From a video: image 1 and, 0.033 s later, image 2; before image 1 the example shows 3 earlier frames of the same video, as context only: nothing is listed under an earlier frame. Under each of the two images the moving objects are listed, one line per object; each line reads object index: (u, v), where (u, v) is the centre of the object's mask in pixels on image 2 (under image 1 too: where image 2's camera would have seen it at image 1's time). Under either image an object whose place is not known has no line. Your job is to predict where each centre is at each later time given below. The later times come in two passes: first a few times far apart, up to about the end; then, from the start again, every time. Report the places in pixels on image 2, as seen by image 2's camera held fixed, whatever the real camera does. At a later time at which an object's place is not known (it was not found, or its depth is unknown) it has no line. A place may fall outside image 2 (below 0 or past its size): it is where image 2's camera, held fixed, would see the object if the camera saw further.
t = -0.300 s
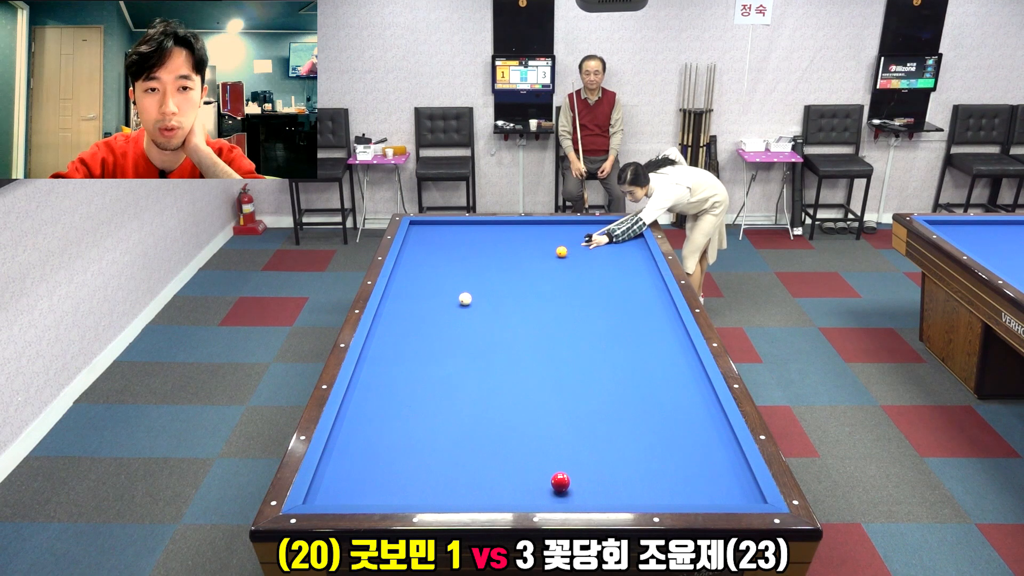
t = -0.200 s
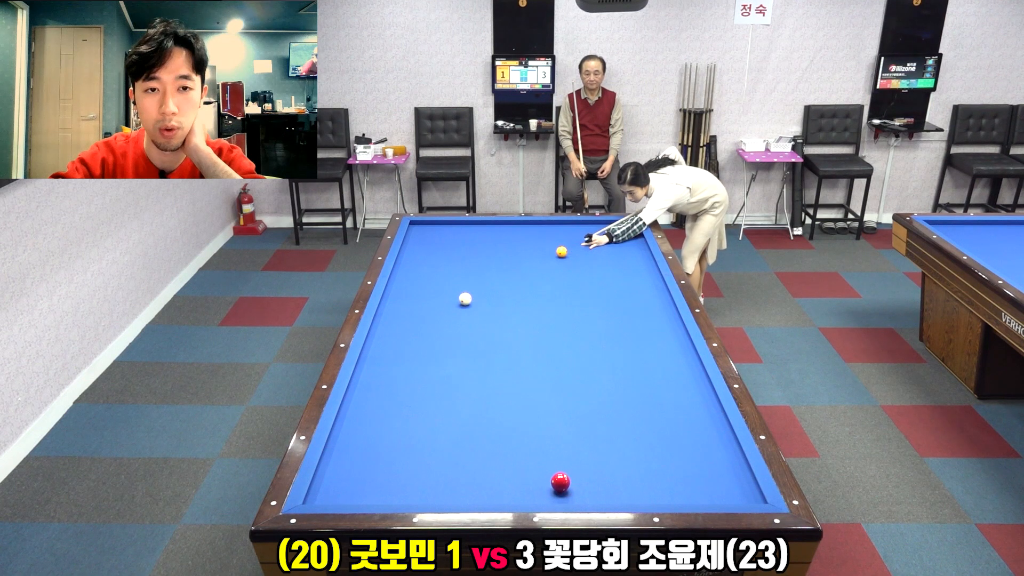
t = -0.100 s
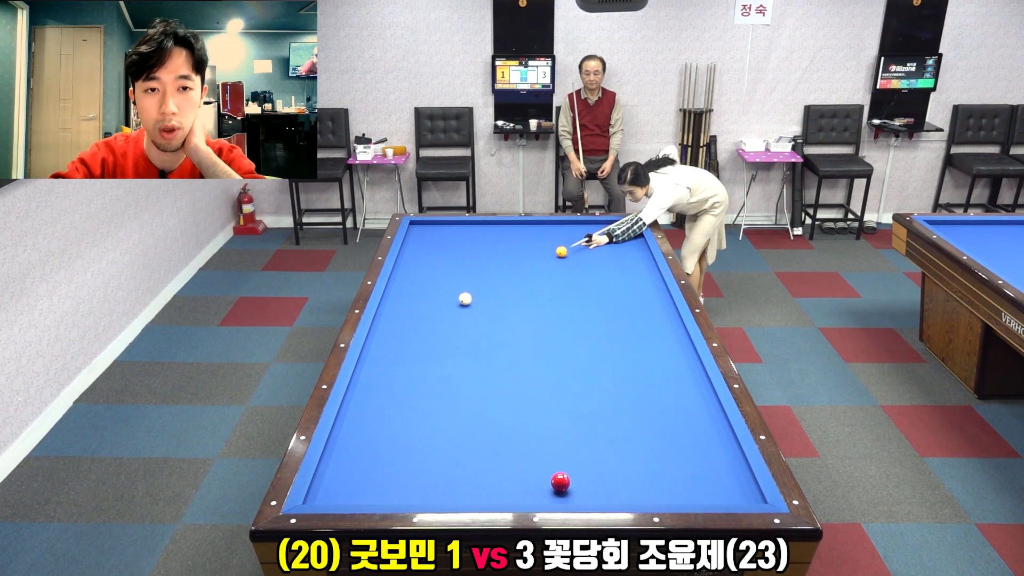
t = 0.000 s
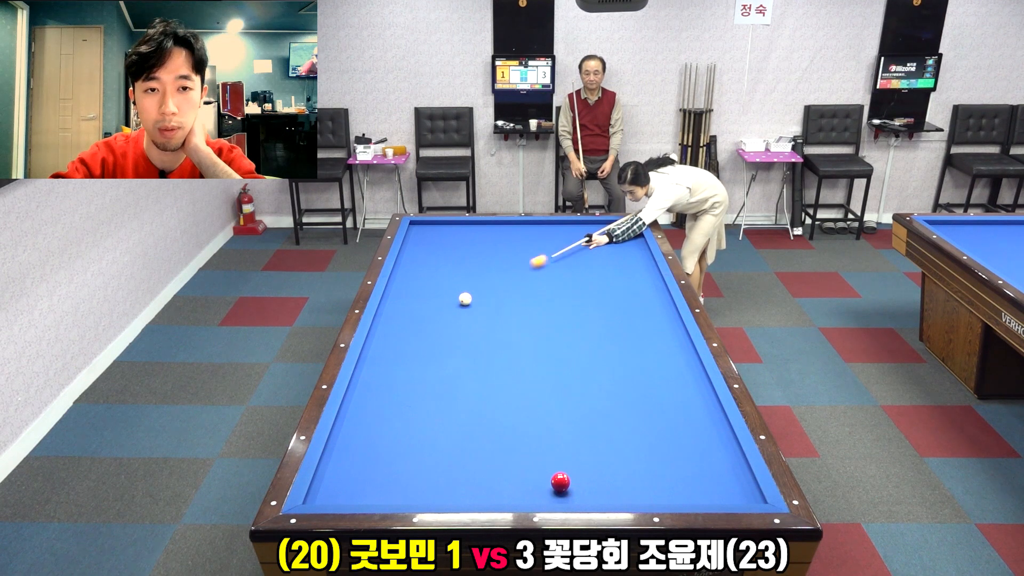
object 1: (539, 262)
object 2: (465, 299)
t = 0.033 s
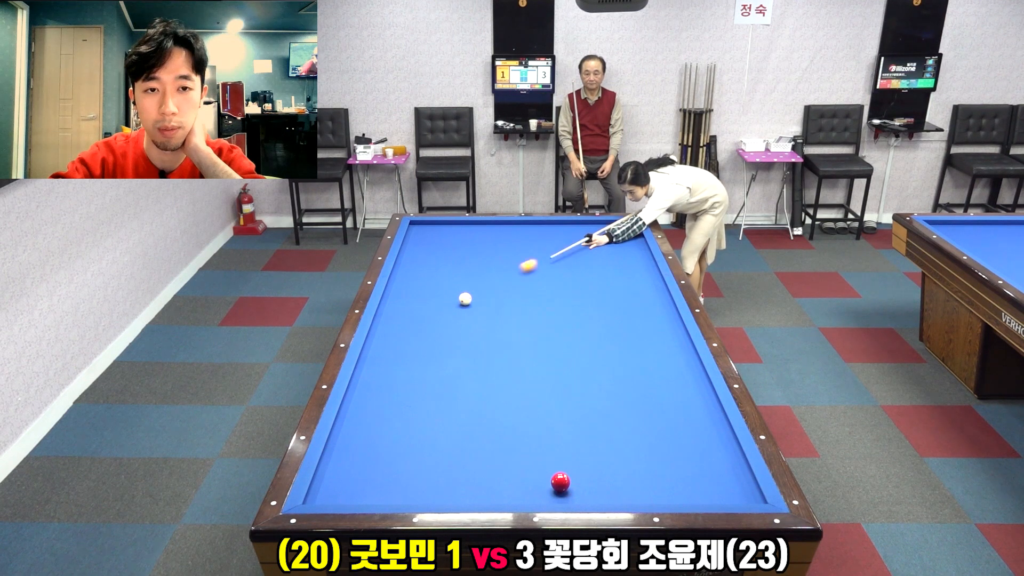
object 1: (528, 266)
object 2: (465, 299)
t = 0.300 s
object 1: (443, 295)
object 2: (464, 308)
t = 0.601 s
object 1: (416, 309)
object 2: (462, 345)
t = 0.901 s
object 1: (474, 328)
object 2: (459, 385)
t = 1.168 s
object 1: (528, 346)
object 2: (457, 427)
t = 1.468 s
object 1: (593, 369)
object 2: (454, 486)
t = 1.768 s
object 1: (666, 394)
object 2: (456, 467)
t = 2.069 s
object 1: (702, 417)
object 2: (459, 435)
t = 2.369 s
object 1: (672, 435)
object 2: (461, 408)
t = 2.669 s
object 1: (642, 455)
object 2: (463, 384)
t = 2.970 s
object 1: (609, 475)
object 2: (465, 363)
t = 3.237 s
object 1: (580, 493)
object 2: (467, 346)
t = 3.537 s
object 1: (550, 492)
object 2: (468, 330)
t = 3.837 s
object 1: (524, 481)
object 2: (470, 315)
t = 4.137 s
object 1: (501, 471)
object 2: (471, 301)
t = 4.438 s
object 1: (479, 463)
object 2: (472, 289)
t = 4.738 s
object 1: (459, 454)
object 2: (473, 278)
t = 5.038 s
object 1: (441, 447)
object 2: (474, 267)
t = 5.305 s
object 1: (426, 440)
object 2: (475, 259)
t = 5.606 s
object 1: (410, 434)
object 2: (476, 251)
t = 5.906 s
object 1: (396, 428)
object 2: (477, 243)
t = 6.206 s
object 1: (382, 422)
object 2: (478, 235)
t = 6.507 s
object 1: (369, 417)
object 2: (479, 228)
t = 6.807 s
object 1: (358, 412)
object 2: (480, 222)
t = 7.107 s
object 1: (347, 408)
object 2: (479, 225)
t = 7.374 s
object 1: (353, 406)
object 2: (479, 228)
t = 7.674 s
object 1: (360, 404)
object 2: (479, 231)
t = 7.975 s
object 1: (366, 402)
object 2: (478, 235)
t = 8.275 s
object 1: (370, 401)
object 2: (478, 238)
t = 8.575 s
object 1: (374, 399)
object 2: (478, 240)
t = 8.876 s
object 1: (377, 398)
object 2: (478, 243)
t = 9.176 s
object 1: (379, 398)
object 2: (478, 246)
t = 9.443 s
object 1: (380, 398)
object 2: (478, 248)
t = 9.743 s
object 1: (380, 397)
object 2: (478, 250)
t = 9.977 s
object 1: (380, 397)
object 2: (478, 251)
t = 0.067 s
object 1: (518, 270)
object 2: (465, 299)
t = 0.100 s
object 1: (508, 275)
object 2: (465, 299)
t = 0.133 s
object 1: (498, 280)
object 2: (465, 299)
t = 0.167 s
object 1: (487, 284)
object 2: (465, 299)
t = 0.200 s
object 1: (476, 289)
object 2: (465, 299)
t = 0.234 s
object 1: (465, 291)
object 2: (465, 300)
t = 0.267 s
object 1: (453, 294)
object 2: (465, 303)
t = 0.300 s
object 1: (443, 295)
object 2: (464, 308)
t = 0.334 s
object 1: (432, 296)
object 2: (464, 312)
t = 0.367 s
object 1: (420, 297)
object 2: (464, 317)
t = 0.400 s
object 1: (409, 298)
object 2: (464, 321)
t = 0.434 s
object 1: (398, 299)
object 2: (463, 325)
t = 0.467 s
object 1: (387, 301)
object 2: (463, 329)
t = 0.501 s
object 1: (392, 303)
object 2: (463, 333)
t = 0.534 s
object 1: (401, 305)
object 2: (463, 337)
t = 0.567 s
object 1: (409, 307)
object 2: (462, 341)
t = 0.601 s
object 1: (416, 309)
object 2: (462, 345)
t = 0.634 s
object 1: (424, 311)
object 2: (462, 349)
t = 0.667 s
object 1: (430, 313)
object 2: (462, 353)
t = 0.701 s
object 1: (437, 315)
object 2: (461, 357)
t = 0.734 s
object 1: (443, 318)
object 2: (461, 362)
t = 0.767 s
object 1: (449, 320)
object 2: (461, 366)
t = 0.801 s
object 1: (455, 322)
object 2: (460, 371)
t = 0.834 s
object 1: (461, 324)
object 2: (460, 375)
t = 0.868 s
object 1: (468, 326)
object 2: (460, 380)
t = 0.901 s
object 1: (474, 328)
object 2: (459, 385)
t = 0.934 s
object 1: (480, 330)
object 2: (459, 390)
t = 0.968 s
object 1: (487, 333)
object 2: (459, 395)
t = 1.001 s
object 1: (494, 335)
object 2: (459, 400)
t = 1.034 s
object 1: (500, 337)
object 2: (458, 405)
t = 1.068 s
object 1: (507, 339)
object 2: (458, 411)
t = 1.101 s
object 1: (514, 342)
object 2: (458, 416)
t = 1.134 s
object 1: (521, 344)
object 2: (457, 421)
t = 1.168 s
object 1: (528, 346)
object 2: (457, 427)
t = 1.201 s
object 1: (535, 349)
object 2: (457, 433)
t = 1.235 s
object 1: (542, 351)
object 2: (456, 439)
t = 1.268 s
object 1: (549, 354)
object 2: (456, 445)
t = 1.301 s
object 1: (556, 356)
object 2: (456, 452)
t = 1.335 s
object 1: (563, 359)
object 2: (455, 458)
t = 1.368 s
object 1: (571, 361)
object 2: (455, 465)
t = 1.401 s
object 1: (578, 364)
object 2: (455, 472)
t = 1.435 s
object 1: (586, 366)
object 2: (454, 479)
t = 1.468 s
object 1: (593, 369)
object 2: (454, 486)
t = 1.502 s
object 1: (601, 371)
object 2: (453, 493)
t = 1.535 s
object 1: (609, 374)
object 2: (453, 496)
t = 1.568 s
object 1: (617, 377)
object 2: (454, 493)
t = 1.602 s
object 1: (625, 380)
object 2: (454, 488)
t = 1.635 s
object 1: (633, 382)
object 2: (454, 483)
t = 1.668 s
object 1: (641, 385)
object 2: (455, 479)
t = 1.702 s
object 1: (649, 388)
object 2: (455, 475)
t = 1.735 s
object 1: (657, 391)
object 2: (456, 471)
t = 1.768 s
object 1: (666, 394)
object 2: (456, 467)
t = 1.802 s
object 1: (674, 397)
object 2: (456, 463)
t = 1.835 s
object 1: (683, 400)
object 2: (457, 460)
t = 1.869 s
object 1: (692, 403)
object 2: (457, 456)
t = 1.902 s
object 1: (701, 406)
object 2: (457, 453)
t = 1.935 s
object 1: (710, 409)
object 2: (458, 449)
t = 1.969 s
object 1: (716, 412)
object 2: (458, 446)
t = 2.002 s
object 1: (711, 414)
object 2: (458, 442)
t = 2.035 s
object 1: (706, 415)
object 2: (459, 439)
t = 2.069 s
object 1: (702, 417)
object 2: (459, 435)
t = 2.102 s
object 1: (698, 419)
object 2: (459, 432)
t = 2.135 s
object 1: (695, 421)
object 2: (460, 429)
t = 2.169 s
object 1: (692, 423)
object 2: (460, 426)
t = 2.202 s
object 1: (688, 425)
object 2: (460, 423)
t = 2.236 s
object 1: (685, 427)
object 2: (460, 420)
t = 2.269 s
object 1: (682, 429)
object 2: (461, 417)
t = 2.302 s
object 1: (679, 431)
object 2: (461, 414)
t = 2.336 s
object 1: (675, 433)
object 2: (461, 411)
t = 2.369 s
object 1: (672, 435)
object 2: (461, 408)
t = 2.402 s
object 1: (669, 437)
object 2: (462, 405)
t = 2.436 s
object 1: (666, 440)
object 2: (462, 403)
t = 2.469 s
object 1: (662, 442)
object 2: (462, 400)
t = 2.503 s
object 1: (659, 444)
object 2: (462, 397)
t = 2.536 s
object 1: (655, 446)
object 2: (462, 395)
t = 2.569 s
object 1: (652, 448)
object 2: (463, 392)
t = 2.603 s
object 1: (649, 450)
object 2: (463, 389)
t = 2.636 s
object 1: (645, 452)
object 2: (463, 387)
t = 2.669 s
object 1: (642, 455)
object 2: (463, 384)
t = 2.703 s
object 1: (638, 457)
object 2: (463, 382)
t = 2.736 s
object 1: (635, 459)
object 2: (464, 379)
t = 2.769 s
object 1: (631, 461)
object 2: (464, 377)
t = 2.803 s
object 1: (627, 463)
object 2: (464, 375)
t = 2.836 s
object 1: (624, 466)
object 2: (464, 372)
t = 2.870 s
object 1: (620, 468)
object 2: (465, 370)
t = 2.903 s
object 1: (617, 470)
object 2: (465, 368)
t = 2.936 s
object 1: (613, 472)
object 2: (465, 365)
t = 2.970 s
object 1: (609, 475)
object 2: (465, 363)
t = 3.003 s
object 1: (606, 477)
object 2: (465, 361)
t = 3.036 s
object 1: (602, 479)
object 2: (466, 359)
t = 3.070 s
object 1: (599, 481)
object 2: (466, 357)
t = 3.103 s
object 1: (595, 484)
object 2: (466, 355)
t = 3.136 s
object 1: (591, 486)
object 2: (466, 353)
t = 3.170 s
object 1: (587, 488)
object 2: (466, 350)
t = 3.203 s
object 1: (583, 491)
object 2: (467, 349)
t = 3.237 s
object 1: (580, 493)
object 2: (467, 346)
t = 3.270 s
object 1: (576, 495)
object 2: (467, 344)
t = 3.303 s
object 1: (572, 496)
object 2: (467, 343)
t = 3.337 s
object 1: (568, 497)
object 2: (467, 341)
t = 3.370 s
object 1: (564, 496)
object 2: (468, 339)
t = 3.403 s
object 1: (562, 495)
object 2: (468, 337)
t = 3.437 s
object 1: (559, 495)
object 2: (468, 335)
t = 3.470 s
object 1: (556, 494)
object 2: (468, 333)
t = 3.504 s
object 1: (553, 493)
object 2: (468, 332)
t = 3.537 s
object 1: (550, 492)
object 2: (468, 330)
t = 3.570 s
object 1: (547, 491)
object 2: (469, 328)
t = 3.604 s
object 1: (544, 491)
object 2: (469, 326)
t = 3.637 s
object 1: (541, 489)
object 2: (469, 325)
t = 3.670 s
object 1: (538, 487)
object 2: (469, 323)
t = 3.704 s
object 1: (535, 486)
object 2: (469, 321)
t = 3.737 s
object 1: (533, 485)
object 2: (469, 319)
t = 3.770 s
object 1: (530, 483)
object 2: (469, 318)
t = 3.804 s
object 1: (527, 482)
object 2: (470, 316)
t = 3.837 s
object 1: (524, 481)
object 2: (470, 315)
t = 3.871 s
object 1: (522, 480)
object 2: (470, 313)
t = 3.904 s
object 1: (519, 479)
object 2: (470, 312)
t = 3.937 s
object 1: (516, 478)
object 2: (470, 310)
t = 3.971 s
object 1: (514, 477)
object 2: (470, 308)
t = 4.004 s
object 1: (511, 476)
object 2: (470, 307)
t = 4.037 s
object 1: (508, 475)
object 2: (471, 306)
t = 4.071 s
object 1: (506, 474)
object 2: (471, 304)
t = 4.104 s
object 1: (504, 473)
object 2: (471, 303)
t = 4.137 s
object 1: (501, 471)
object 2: (471, 301)
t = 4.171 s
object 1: (498, 471)
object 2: (471, 300)
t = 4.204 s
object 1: (496, 470)
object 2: (471, 298)
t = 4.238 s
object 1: (493, 469)
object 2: (471, 297)
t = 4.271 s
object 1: (491, 468)
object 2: (472, 295)
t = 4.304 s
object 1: (489, 466)
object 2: (472, 294)
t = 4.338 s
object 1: (486, 465)
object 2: (472, 293)
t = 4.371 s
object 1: (484, 464)
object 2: (472, 291)
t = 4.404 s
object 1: (482, 463)
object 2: (472, 290)
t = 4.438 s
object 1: (479, 463)
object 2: (472, 289)
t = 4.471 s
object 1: (477, 462)
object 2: (472, 288)
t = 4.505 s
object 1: (475, 461)
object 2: (472, 286)
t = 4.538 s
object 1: (472, 460)
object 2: (472, 285)
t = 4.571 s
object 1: (470, 459)
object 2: (472, 284)
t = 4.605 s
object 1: (468, 458)
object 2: (473, 283)
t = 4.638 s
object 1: (466, 457)
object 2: (473, 281)
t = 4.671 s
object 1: (464, 456)
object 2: (473, 280)
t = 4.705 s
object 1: (461, 455)
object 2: (473, 279)
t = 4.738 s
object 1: (459, 454)
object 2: (473, 278)
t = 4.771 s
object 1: (457, 453)
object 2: (473, 277)
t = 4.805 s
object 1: (455, 453)
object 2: (473, 275)
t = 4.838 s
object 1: (453, 452)
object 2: (474, 274)
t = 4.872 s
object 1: (451, 451)
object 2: (474, 273)
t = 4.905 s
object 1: (449, 450)
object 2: (474, 272)
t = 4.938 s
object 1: (447, 449)
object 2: (474, 271)
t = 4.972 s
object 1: (445, 448)
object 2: (474, 270)
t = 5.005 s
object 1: (443, 447)
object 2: (474, 269)
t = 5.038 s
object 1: (441, 447)
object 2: (474, 267)
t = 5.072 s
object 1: (439, 446)
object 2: (474, 266)
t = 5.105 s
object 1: (437, 445)
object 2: (475, 265)
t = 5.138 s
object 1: (435, 444)
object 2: (475, 264)
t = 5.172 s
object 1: (434, 443)
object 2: (475, 263)
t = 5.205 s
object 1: (432, 443)
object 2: (475, 262)
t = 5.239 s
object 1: (430, 442)
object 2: (475, 261)
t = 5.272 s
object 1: (428, 441)
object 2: (475, 260)
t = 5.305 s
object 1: (426, 440)
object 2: (475, 259)
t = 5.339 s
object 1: (424, 439)
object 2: (475, 258)
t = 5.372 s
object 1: (422, 439)
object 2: (475, 257)
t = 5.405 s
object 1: (421, 438)
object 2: (476, 256)
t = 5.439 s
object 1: (419, 437)
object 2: (476, 255)
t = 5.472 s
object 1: (417, 437)
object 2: (476, 254)
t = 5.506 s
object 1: (415, 436)
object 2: (476, 253)
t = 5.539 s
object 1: (414, 435)
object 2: (476, 252)
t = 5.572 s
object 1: (412, 434)
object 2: (476, 252)
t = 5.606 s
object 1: (410, 434)
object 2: (476, 251)
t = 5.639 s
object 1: (409, 433)
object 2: (476, 250)
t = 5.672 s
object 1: (407, 432)
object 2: (477, 249)
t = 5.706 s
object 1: (405, 432)
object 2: (477, 248)
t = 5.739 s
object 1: (403, 431)
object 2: (477, 247)
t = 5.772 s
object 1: (402, 430)
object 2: (477, 246)
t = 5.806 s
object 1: (400, 430)
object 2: (477, 245)
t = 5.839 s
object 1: (399, 429)
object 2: (477, 244)
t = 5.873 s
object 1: (397, 428)
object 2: (477, 243)
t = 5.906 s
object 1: (396, 428)
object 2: (477, 243)
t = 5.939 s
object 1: (394, 427)
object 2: (477, 242)
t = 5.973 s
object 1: (392, 426)
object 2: (477, 241)
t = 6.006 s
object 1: (391, 426)
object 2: (478, 240)
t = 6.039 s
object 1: (389, 425)
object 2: (478, 239)
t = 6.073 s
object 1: (388, 424)
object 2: (478, 239)
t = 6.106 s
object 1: (386, 424)
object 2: (478, 238)
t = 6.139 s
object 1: (385, 423)
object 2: (478, 237)
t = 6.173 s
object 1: (383, 423)
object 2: (478, 236)
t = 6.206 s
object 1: (382, 422)
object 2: (478, 235)
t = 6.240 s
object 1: (381, 421)
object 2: (478, 235)
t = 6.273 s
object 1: (379, 421)
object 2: (478, 234)
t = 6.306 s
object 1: (378, 420)
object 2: (478, 233)
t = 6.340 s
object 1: (376, 420)
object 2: (479, 232)
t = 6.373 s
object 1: (375, 419)
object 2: (479, 232)
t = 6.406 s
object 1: (374, 418)
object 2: (479, 231)
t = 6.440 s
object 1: (372, 418)
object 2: (479, 230)
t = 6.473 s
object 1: (371, 417)
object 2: (479, 229)
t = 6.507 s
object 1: (369, 417)
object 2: (479, 228)
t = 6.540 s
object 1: (368, 416)
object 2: (479, 228)
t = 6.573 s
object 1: (367, 416)
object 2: (479, 227)
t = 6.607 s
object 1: (365, 415)
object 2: (479, 226)
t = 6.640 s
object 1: (364, 415)
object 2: (479, 226)
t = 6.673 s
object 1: (363, 414)
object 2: (479, 225)
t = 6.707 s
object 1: (362, 414)
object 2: (479, 224)
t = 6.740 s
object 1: (360, 413)
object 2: (479, 224)
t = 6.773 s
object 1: (359, 413)
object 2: (480, 223)
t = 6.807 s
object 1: (358, 412)
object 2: (480, 222)
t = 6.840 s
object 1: (357, 412)
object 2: (480, 222)
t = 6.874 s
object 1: (355, 411)
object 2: (480, 222)
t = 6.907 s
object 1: (354, 411)
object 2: (480, 223)
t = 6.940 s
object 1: (353, 410)
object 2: (480, 223)
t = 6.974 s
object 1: (352, 410)
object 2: (479, 224)
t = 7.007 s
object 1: (351, 409)
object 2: (479, 224)
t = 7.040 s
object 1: (350, 409)
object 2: (479, 224)
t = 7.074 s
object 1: (348, 409)
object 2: (479, 225)
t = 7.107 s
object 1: (347, 408)
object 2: (479, 225)
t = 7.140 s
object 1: (348, 408)
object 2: (479, 226)
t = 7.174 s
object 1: (349, 408)
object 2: (479, 226)
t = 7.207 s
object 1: (349, 407)
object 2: (479, 226)
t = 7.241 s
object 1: (350, 407)
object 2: (479, 227)
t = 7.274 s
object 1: (351, 407)
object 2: (479, 227)
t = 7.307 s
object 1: (352, 407)
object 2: (479, 227)
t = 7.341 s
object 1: (353, 406)
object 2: (479, 228)
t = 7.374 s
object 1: (353, 406)
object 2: (479, 228)
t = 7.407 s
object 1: (354, 406)
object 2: (479, 229)
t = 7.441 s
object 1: (355, 406)
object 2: (479, 229)
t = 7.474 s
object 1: (356, 405)
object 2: (479, 229)
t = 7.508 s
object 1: (357, 405)
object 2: (479, 230)
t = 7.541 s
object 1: (357, 405)
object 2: (479, 230)
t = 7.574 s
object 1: (358, 404)
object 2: (479, 230)
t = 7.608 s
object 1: (359, 404)
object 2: (479, 231)
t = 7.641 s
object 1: (359, 404)
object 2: (479, 231)
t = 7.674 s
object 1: (360, 404)
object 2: (479, 231)
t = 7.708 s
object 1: (361, 404)
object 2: (479, 232)
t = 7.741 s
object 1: (361, 403)
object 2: (479, 232)
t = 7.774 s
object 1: (362, 403)
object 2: (479, 232)
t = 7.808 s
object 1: (363, 403)
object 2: (479, 233)
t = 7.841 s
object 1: (363, 403)
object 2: (479, 233)
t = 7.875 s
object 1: (364, 403)
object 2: (479, 233)
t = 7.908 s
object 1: (364, 403)
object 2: (479, 234)
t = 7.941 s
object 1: (365, 402)
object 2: (478, 234)
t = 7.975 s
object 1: (366, 402)
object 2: (478, 235)
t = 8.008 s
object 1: (366, 402)
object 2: (478, 235)
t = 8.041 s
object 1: (367, 402)
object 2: (478, 235)
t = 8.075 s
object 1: (367, 402)
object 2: (478, 236)
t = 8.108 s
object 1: (368, 402)
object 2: (478, 236)
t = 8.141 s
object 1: (368, 401)
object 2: (478, 236)
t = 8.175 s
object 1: (369, 401)
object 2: (478, 237)
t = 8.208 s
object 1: (369, 401)
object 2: (478, 237)
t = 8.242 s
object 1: (370, 401)
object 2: (478, 237)
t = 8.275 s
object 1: (370, 401)
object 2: (478, 238)
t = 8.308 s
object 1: (371, 400)
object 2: (478, 238)
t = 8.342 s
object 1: (371, 400)
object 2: (478, 238)
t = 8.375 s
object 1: (372, 400)
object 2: (478, 238)
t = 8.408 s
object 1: (372, 400)
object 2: (478, 239)
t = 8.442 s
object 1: (372, 400)
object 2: (478, 239)
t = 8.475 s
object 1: (373, 400)
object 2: (478, 239)
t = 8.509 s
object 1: (373, 399)
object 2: (478, 240)
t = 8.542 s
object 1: (374, 399)
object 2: (478, 240)
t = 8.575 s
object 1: (374, 399)
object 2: (478, 240)
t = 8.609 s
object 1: (374, 399)
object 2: (478, 241)
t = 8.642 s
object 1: (375, 399)
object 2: (478, 241)
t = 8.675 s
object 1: (375, 399)
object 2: (478, 241)
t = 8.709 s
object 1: (375, 399)
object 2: (478, 242)
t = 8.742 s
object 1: (375, 399)
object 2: (478, 242)
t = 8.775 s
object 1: (376, 399)
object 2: (478, 242)
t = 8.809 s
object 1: (376, 398)
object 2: (478, 242)
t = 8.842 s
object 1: (377, 398)
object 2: (478, 243)
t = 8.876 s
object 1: (377, 398)
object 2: (478, 243)
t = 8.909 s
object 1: (377, 398)
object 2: (478, 243)
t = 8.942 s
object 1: (377, 398)
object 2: (478, 244)
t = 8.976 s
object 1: (377, 398)
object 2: (478, 244)
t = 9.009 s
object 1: (378, 398)
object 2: (478, 244)
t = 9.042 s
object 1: (378, 398)
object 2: (478, 244)
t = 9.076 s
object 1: (378, 398)
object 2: (478, 245)
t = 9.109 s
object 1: (378, 398)
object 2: (478, 245)
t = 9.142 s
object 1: (379, 398)
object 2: (478, 245)
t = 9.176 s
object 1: (379, 398)
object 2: (478, 246)
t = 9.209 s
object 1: (379, 398)
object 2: (478, 246)
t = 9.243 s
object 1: (379, 398)
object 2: (478, 246)
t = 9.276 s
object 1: (379, 398)
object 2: (478, 246)
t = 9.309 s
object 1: (379, 398)
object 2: (478, 246)
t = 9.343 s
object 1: (380, 398)
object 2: (478, 247)
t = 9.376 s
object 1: (380, 398)
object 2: (478, 247)
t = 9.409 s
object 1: (380, 398)
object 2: (478, 247)
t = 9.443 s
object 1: (380, 398)
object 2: (478, 248)
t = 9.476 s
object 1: (380, 398)
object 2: (478, 248)
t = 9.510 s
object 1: (380, 397)
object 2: (478, 248)
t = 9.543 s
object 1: (380, 398)
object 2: (478, 248)
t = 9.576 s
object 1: (380, 398)
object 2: (478, 248)
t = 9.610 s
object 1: (380, 398)
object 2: (478, 249)
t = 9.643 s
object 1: (380, 397)
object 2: (478, 249)
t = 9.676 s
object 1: (380, 397)
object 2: (478, 249)
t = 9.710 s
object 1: (380, 397)
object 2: (478, 249)
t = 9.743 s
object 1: (380, 397)
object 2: (478, 250)
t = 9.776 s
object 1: (380, 397)
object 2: (478, 250)
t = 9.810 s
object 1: (380, 397)
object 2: (478, 250)
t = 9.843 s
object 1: (380, 397)
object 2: (478, 250)
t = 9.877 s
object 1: (380, 397)
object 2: (478, 250)
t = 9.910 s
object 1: (380, 397)
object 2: (478, 251)
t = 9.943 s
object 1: (380, 397)
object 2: (478, 251)
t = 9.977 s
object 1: (380, 397)
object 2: (478, 251)
